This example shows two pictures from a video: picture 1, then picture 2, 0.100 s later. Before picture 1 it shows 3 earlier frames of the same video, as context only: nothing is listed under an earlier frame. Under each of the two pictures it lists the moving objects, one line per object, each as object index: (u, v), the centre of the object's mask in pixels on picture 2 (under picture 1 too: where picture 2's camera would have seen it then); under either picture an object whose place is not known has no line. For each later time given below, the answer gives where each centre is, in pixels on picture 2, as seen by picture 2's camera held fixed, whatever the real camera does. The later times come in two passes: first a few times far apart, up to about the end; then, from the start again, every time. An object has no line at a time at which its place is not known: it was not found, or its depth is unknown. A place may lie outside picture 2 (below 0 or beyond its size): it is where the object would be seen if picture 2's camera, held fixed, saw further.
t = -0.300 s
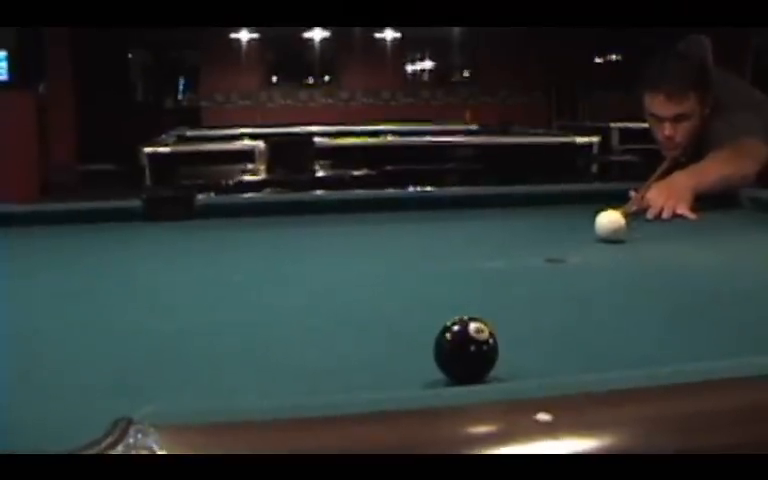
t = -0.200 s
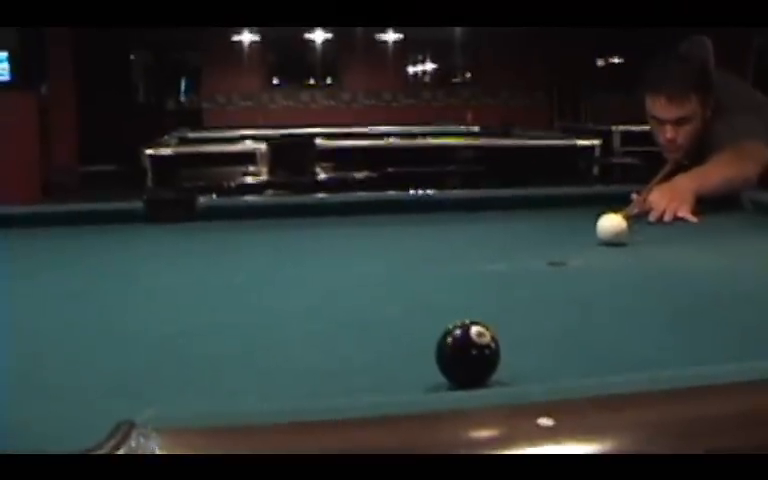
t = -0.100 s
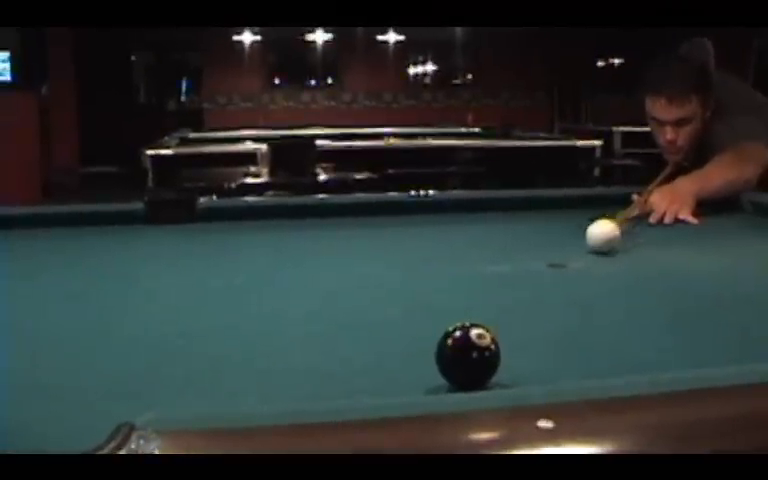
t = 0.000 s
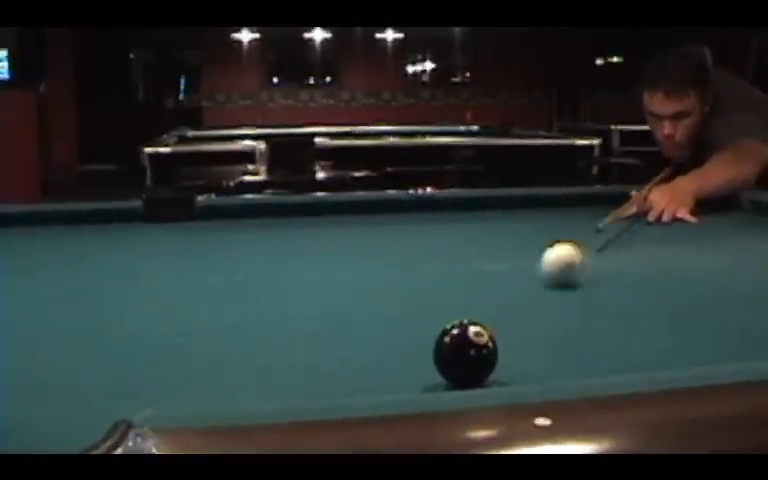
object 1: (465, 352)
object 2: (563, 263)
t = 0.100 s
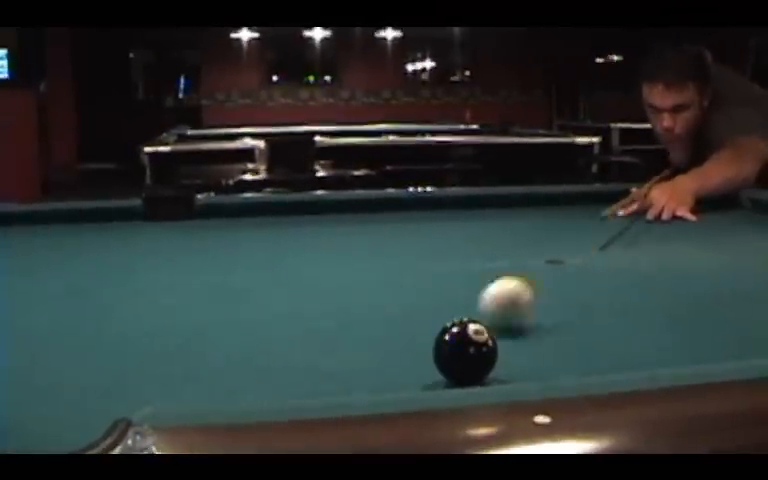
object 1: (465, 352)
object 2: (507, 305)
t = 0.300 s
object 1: (413, 361)
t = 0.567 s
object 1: (316, 301)
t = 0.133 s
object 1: (465, 352)
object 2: (487, 312)
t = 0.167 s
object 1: (464, 356)
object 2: (458, 319)
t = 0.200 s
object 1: (462, 369)
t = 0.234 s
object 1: (449, 371)
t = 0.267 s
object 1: (431, 366)
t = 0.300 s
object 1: (413, 361)
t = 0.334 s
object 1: (398, 355)
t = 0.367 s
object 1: (384, 346)
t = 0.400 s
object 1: (371, 336)
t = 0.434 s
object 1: (359, 329)
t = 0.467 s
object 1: (346, 321)
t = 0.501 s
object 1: (336, 314)
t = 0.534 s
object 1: (326, 308)
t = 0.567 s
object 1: (316, 301)
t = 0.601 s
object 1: (307, 297)
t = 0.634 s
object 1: (299, 291)
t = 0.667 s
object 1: (291, 285)
